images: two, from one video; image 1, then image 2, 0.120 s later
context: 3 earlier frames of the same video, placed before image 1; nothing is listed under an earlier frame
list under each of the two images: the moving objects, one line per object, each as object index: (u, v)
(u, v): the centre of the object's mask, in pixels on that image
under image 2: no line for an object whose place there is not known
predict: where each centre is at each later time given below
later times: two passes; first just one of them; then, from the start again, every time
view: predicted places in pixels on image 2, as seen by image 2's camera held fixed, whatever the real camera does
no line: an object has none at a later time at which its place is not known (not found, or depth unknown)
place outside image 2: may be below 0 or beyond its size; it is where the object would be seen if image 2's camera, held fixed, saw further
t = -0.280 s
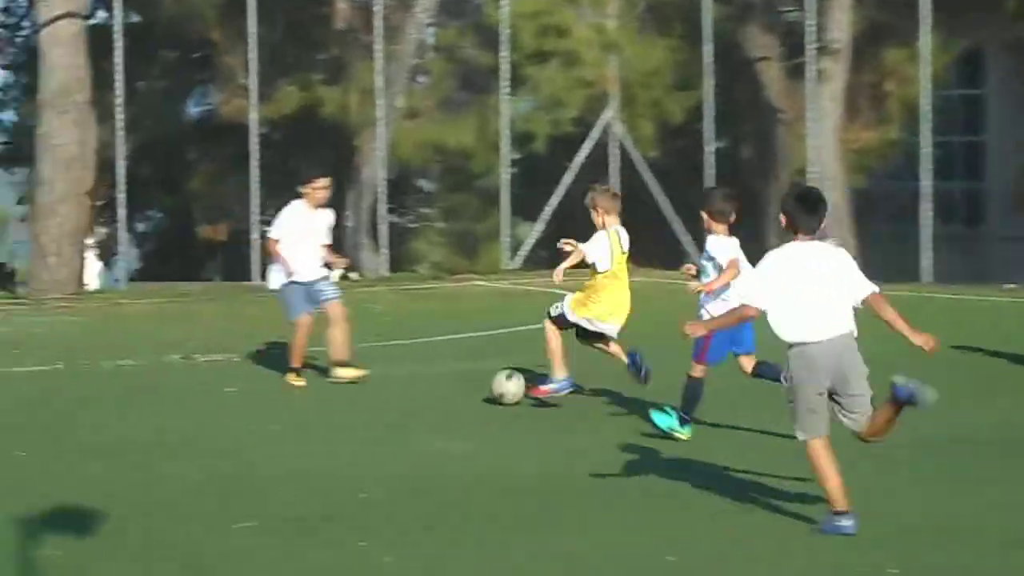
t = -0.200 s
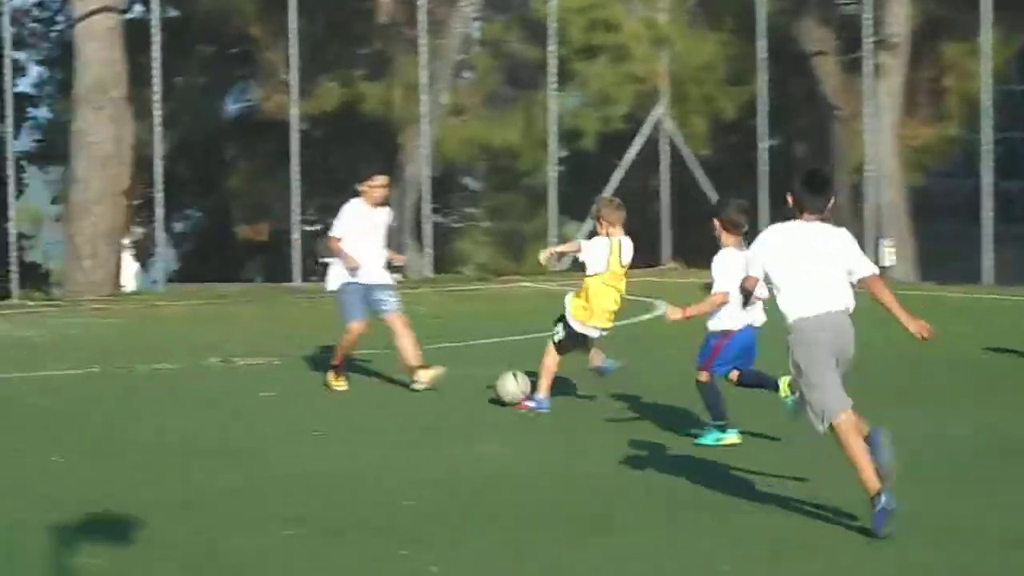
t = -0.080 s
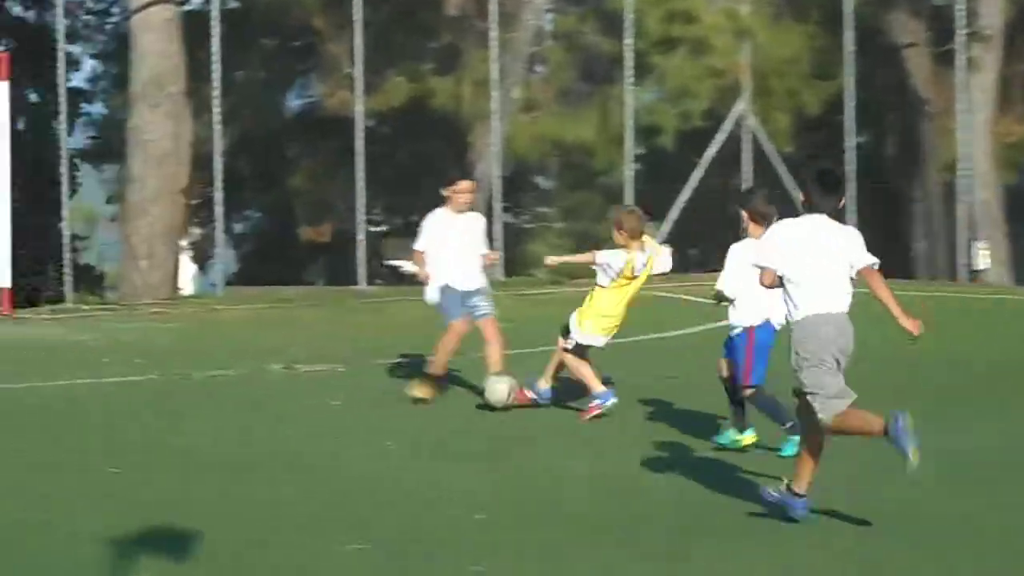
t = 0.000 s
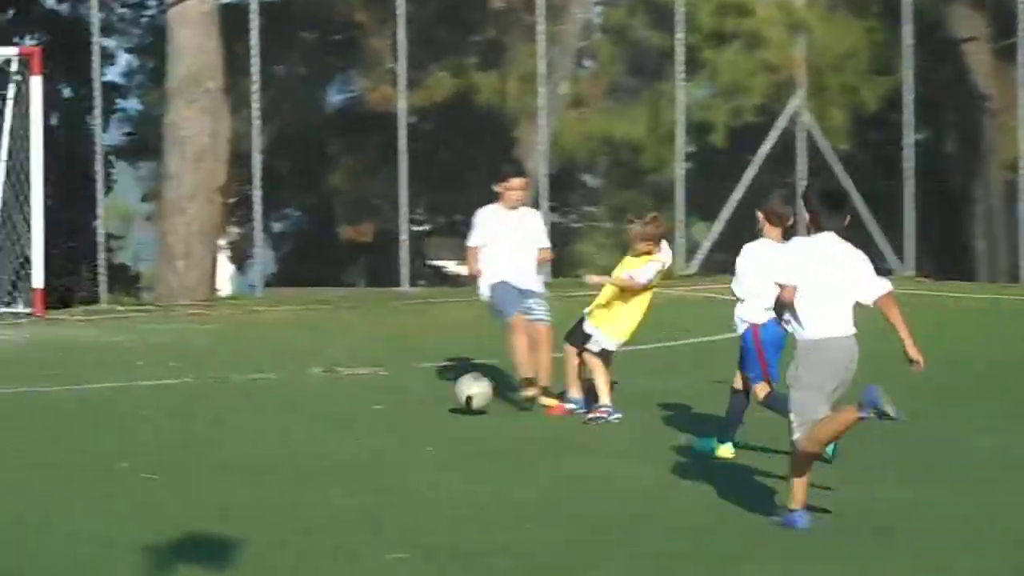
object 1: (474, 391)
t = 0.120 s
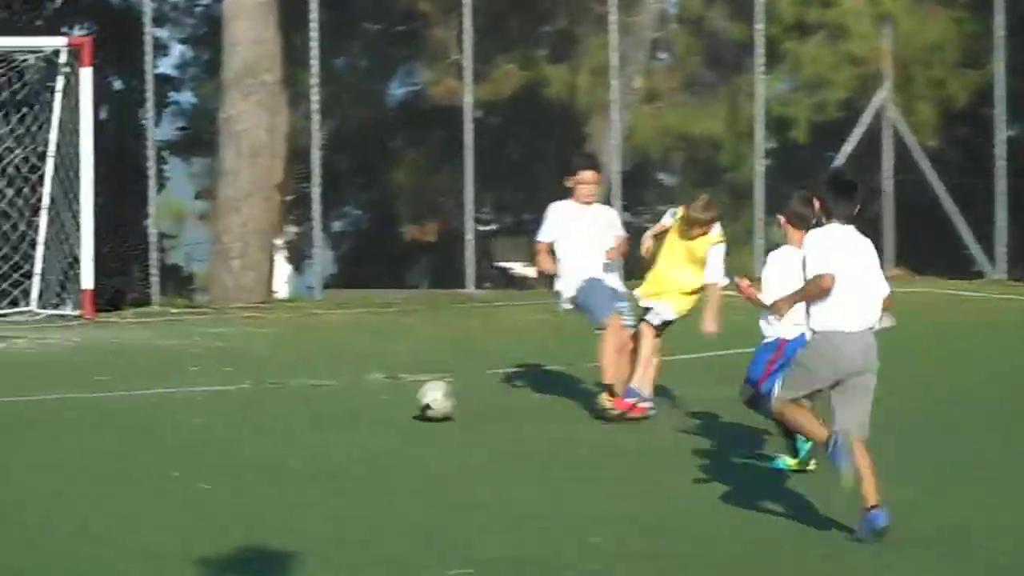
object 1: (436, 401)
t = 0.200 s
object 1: (369, 402)
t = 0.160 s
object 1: (401, 404)
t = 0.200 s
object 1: (369, 402)
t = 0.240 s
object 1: (338, 399)
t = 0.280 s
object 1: (305, 400)
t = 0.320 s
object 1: (276, 400)
